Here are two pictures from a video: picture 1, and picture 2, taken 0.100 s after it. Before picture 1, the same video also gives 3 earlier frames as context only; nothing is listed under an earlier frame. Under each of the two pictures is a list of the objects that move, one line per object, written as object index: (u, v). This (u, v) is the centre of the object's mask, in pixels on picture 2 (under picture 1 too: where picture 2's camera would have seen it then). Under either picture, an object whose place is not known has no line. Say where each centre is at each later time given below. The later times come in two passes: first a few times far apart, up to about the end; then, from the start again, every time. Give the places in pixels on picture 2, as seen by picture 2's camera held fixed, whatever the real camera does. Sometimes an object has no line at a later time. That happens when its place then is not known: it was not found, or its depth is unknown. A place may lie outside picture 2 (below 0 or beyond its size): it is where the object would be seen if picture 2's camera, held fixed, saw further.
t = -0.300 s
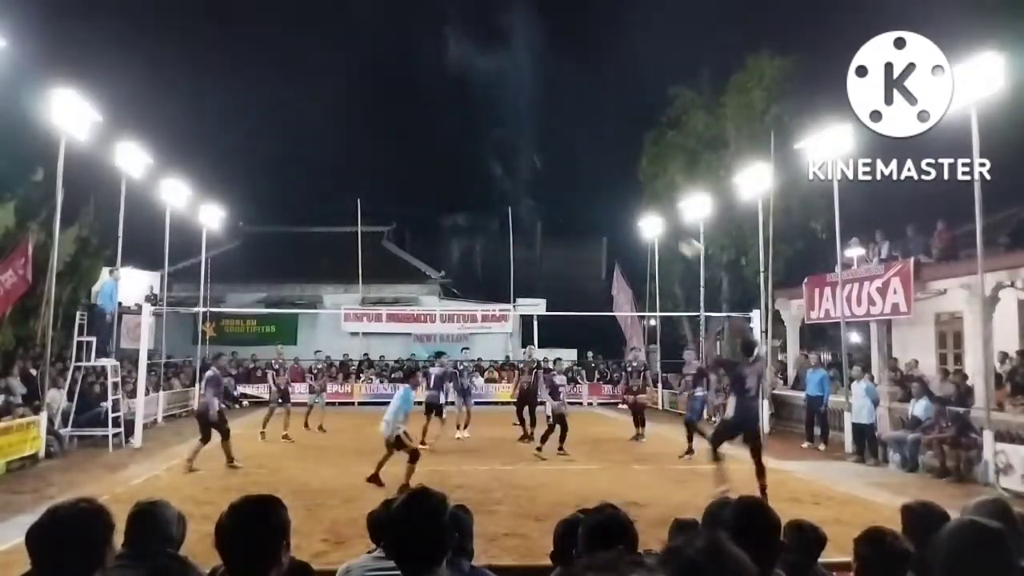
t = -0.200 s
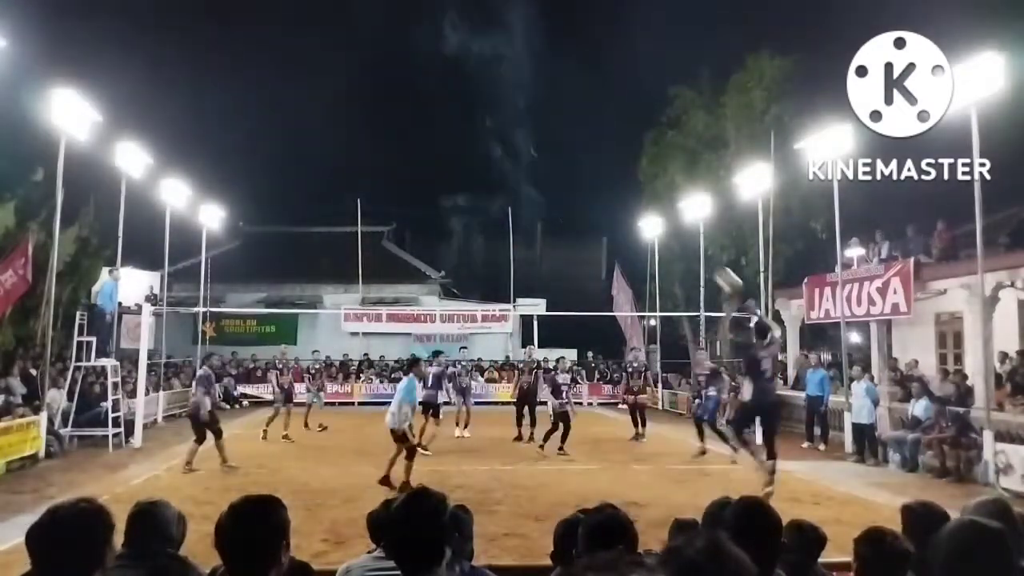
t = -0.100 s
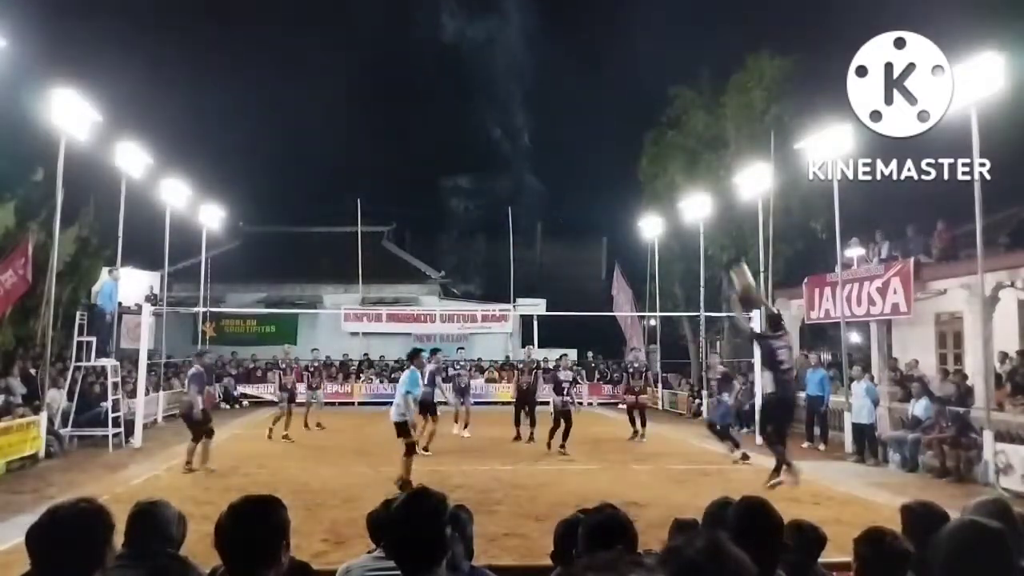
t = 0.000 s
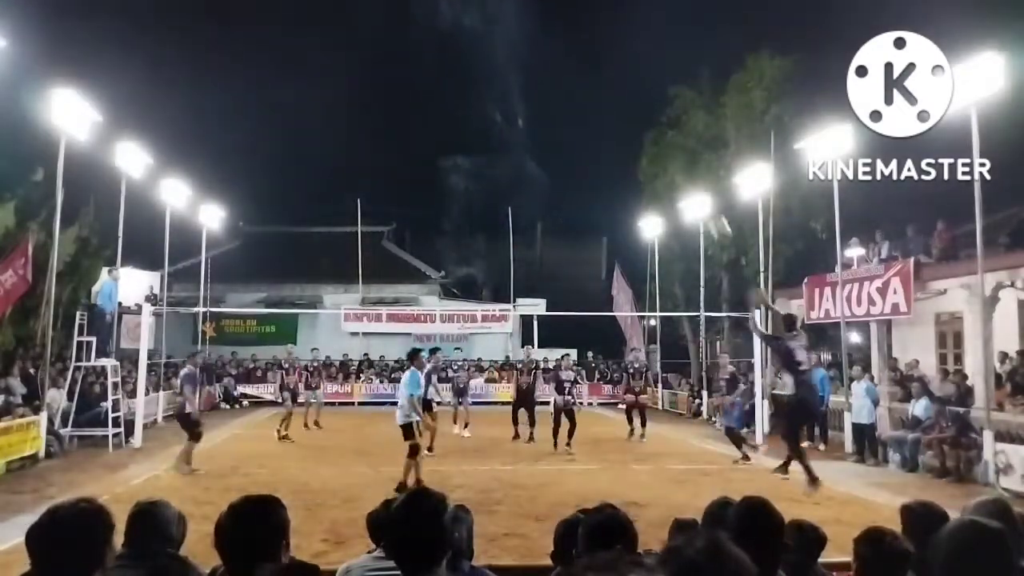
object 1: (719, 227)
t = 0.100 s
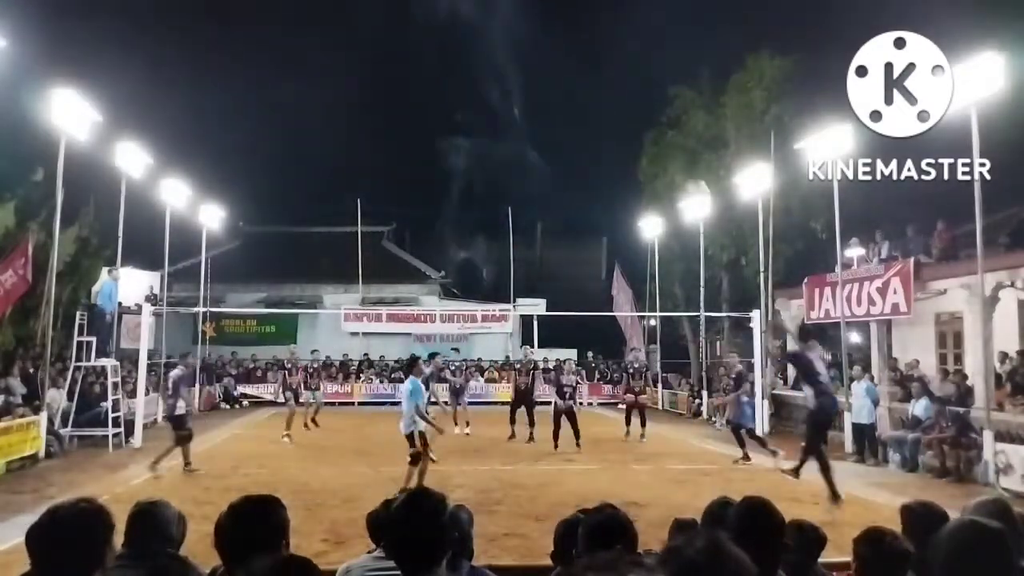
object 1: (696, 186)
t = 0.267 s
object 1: (668, 150)
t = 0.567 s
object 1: (623, 137)
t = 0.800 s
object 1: (594, 166)
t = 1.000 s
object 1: (573, 210)
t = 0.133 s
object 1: (692, 179)
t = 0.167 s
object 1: (686, 170)
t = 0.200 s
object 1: (679, 163)
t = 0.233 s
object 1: (674, 156)
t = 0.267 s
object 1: (668, 150)
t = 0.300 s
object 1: (662, 146)
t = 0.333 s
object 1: (657, 142)
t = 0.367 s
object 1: (652, 139)
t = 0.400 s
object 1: (647, 137)
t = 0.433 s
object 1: (642, 136)
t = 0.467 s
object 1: (637, 135)
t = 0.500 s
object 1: (632, 135)
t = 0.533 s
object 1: (627, 136)
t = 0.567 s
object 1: (623, 137)
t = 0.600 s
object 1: (618, 140)
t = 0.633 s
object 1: (614, 142)
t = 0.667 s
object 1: (610, 146)
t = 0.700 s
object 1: (606, 150)
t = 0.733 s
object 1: (602, 155)
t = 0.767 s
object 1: (598, 160)
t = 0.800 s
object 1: (594, 166)
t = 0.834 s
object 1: (590, 172)
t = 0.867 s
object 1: (587, 179)
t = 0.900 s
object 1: (583, 186)
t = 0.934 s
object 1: (580, 194)
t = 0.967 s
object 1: (576, 202)
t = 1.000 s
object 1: (573, 210)
